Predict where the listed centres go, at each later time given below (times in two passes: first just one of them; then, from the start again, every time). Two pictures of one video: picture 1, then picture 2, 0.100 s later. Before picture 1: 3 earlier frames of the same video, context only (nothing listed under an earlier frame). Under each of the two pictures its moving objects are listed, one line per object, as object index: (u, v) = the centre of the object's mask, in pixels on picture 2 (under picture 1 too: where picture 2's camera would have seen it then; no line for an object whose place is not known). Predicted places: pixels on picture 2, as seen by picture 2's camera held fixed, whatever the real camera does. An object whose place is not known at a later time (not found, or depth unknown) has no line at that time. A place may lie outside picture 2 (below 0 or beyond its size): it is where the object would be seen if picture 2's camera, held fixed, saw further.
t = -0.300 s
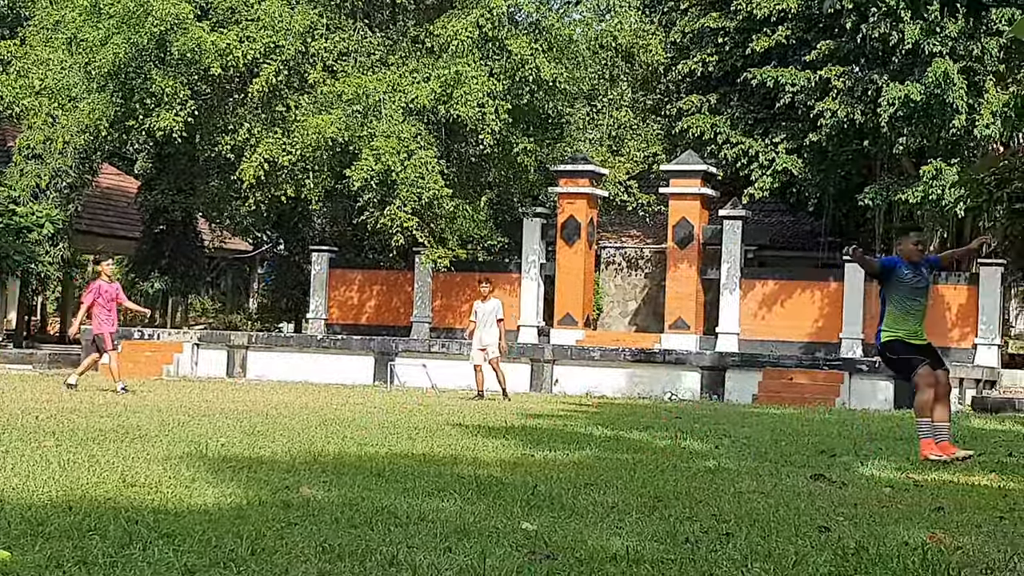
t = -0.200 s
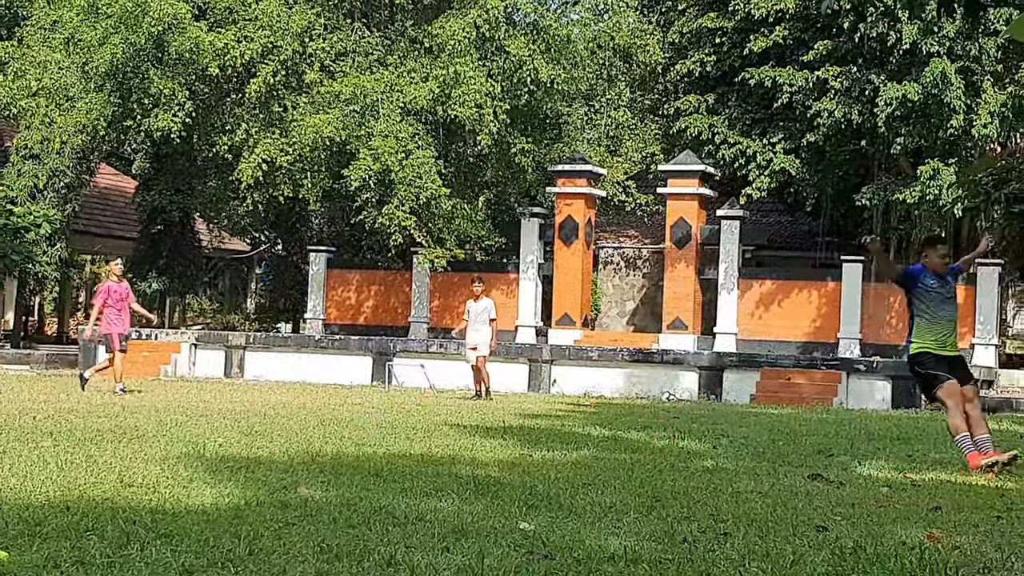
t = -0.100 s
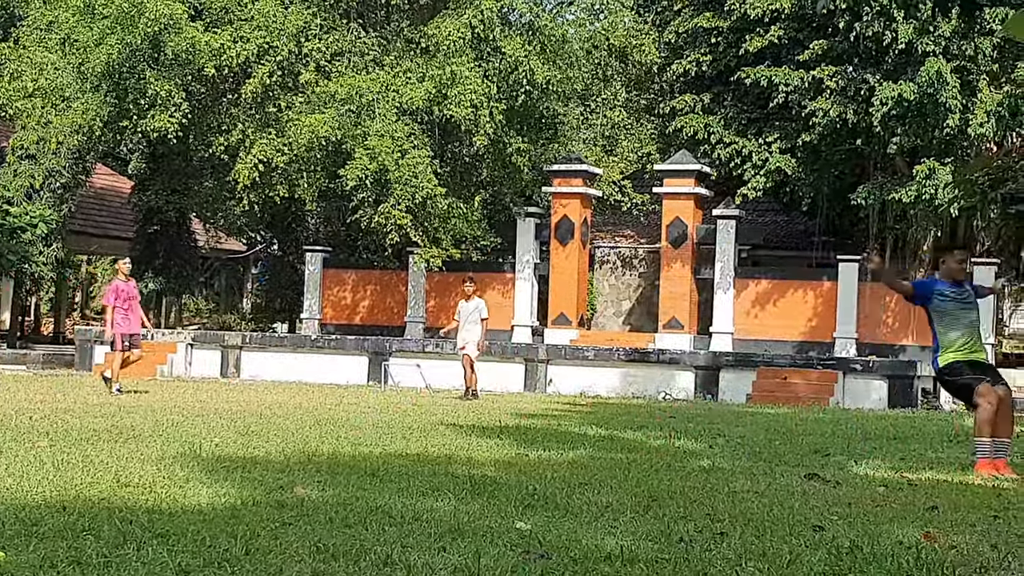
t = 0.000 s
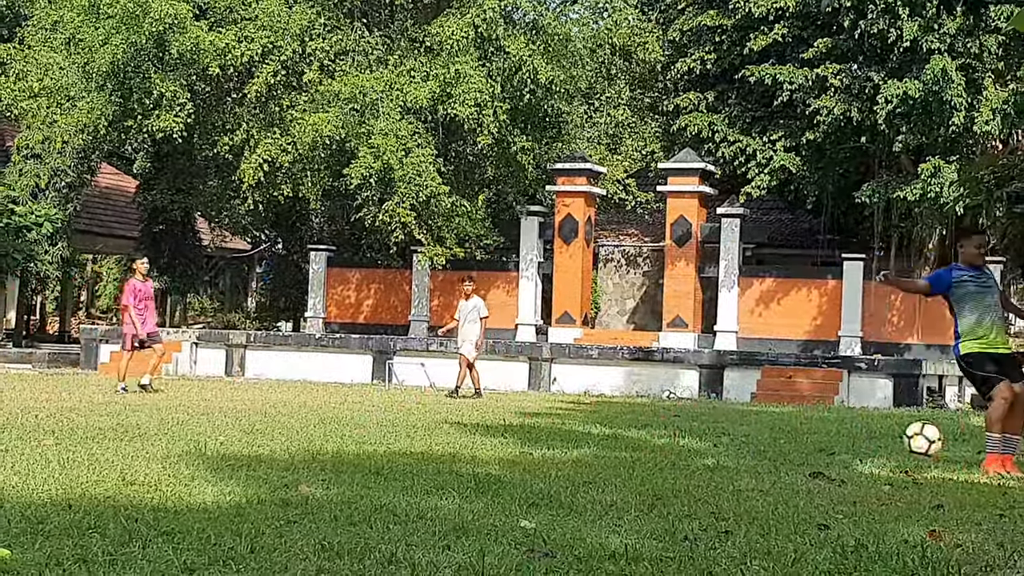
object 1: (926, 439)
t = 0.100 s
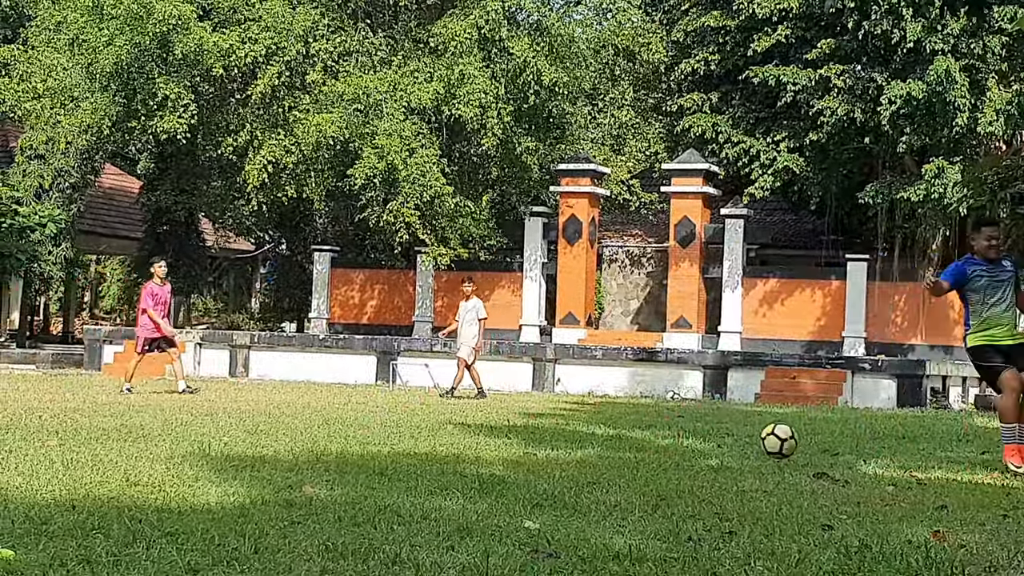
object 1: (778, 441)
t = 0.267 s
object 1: (573, 434)
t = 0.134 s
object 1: (731, 444)
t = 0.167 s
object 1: (684, 448)
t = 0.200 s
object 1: (646, 441)
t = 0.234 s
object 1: (610, 437)
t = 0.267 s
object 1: (573, 434)
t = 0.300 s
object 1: (537, 433)
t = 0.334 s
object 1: (501, 432)
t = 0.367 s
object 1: (467, 431)
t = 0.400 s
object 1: (437, 428)
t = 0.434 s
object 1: (410, 425)
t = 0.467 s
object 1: (383, 422)
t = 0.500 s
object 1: (356, 422)
